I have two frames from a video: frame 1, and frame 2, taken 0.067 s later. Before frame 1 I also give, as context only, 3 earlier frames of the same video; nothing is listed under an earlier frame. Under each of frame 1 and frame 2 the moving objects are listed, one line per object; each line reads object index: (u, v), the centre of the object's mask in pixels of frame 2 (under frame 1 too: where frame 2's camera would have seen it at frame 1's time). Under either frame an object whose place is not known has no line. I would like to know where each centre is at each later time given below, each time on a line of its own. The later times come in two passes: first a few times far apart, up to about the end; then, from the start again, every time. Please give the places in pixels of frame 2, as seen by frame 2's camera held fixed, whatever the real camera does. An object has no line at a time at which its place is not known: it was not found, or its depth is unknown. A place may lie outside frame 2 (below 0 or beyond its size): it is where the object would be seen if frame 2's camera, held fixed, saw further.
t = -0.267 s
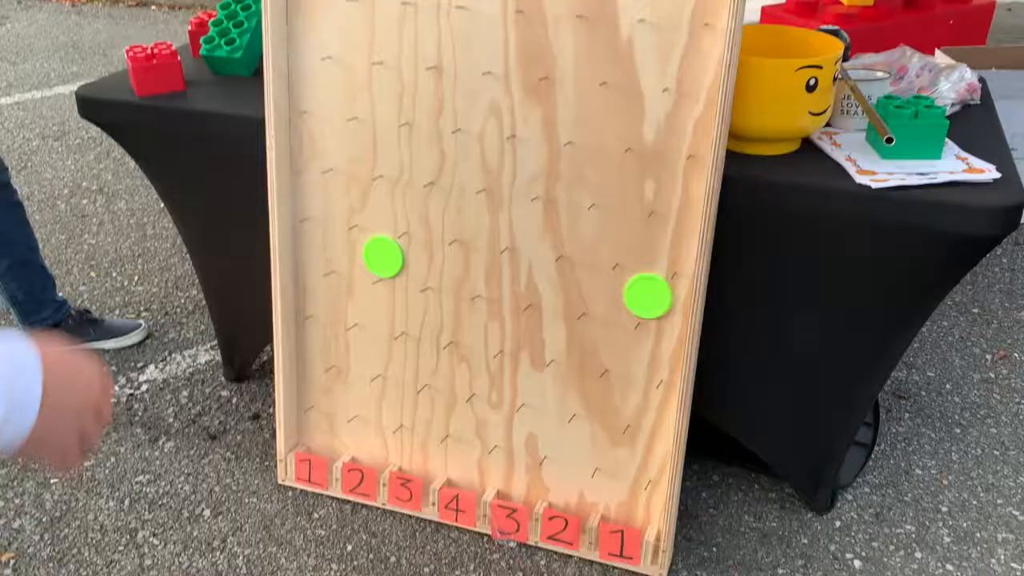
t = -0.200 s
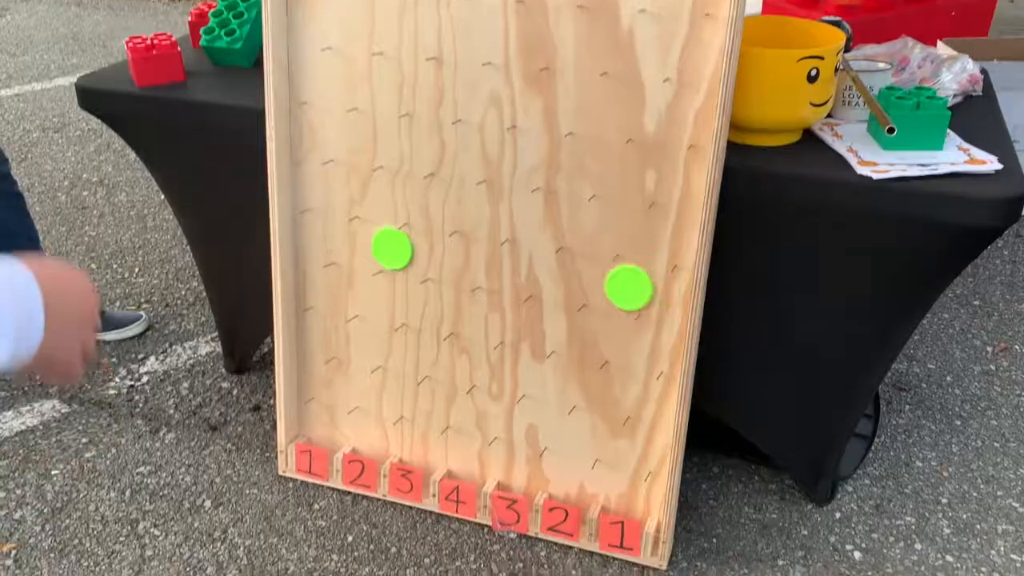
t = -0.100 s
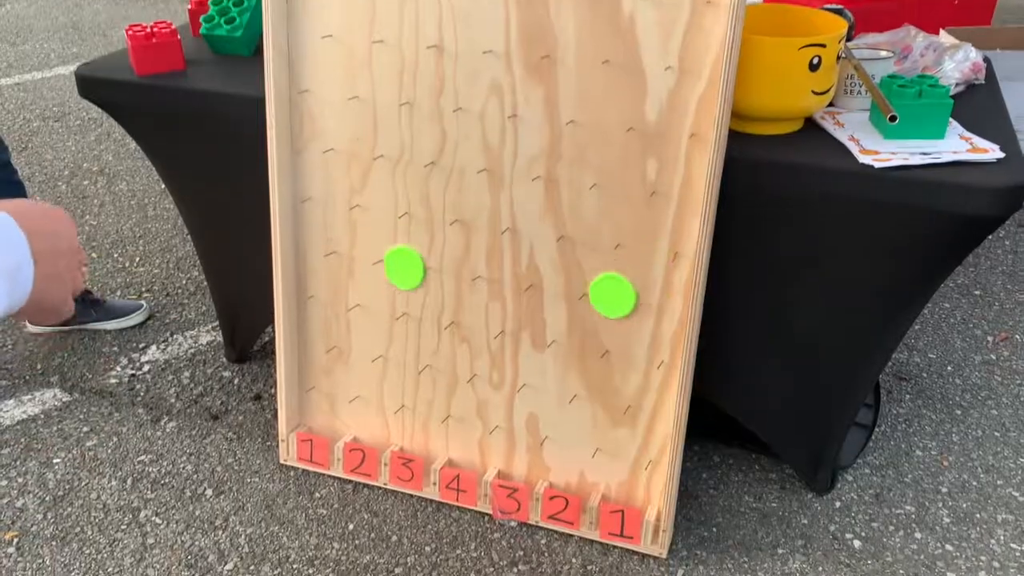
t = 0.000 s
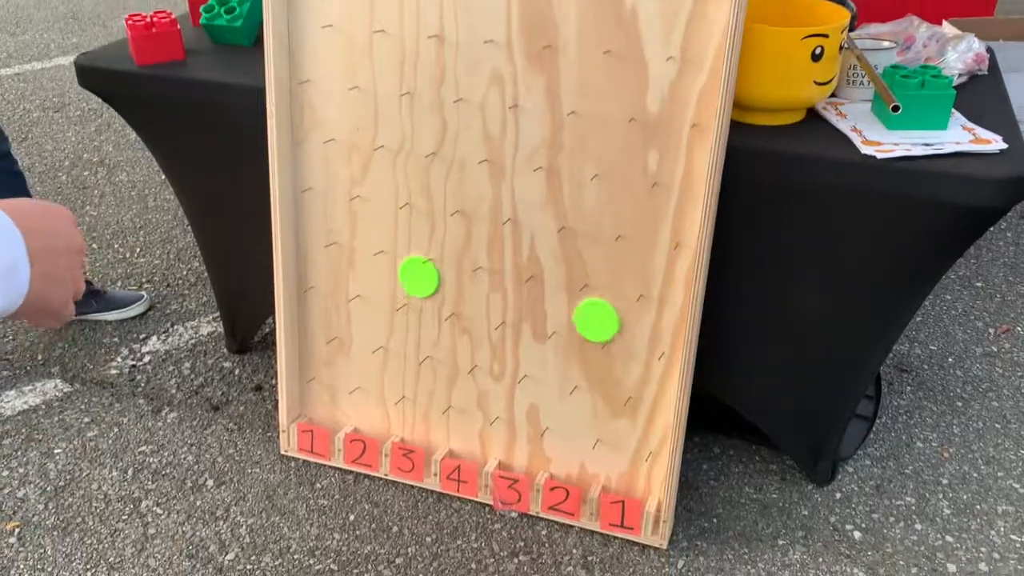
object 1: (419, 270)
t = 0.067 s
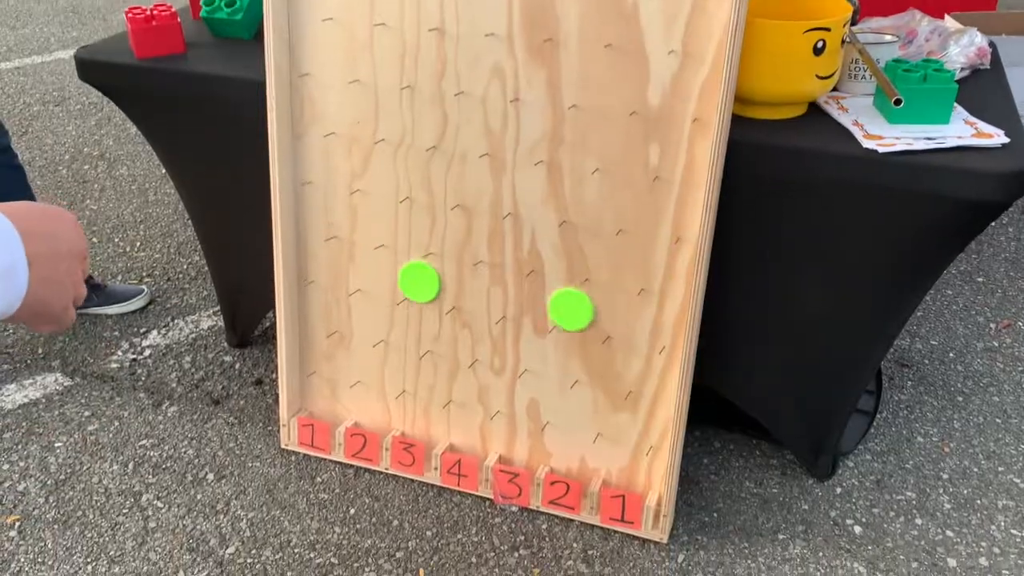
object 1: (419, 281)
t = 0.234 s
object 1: (423, 329)
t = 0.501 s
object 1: (398, 366)
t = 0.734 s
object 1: (350, 361)
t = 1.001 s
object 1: (342, 391)
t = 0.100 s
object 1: (425, 284)
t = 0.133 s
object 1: (429, 291)
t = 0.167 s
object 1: (432, 303)
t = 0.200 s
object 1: (428, 315)
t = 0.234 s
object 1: (423, 329)
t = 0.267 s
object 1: (416, 325)
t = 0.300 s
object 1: (408, 326)
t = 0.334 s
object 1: (401, 331)
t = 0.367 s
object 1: (402, 335)
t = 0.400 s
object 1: (407, 341)
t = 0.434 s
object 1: (406, 346)
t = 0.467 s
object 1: (402, 354)
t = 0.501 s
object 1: (398, 366)
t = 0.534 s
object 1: (390, 367)
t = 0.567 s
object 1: (379, 364)
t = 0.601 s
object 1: (369, 364)
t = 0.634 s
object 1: (363, 361)
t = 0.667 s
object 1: (359, 358)
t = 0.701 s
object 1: (355, 360)
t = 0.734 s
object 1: (350, 361)
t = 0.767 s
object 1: (343, 361)
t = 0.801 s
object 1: (337, 366)
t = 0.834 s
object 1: (334, 374)
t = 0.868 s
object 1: (338, 385)
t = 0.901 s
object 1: (343, 399)
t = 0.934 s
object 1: (343, 393)
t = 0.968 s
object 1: (343, 390)
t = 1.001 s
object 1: (342, 391)
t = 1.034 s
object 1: (341, 397)
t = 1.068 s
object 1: (338, 397)
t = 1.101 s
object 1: (334, 397)
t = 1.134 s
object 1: (331, 400)
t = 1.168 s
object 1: (327, 407)
